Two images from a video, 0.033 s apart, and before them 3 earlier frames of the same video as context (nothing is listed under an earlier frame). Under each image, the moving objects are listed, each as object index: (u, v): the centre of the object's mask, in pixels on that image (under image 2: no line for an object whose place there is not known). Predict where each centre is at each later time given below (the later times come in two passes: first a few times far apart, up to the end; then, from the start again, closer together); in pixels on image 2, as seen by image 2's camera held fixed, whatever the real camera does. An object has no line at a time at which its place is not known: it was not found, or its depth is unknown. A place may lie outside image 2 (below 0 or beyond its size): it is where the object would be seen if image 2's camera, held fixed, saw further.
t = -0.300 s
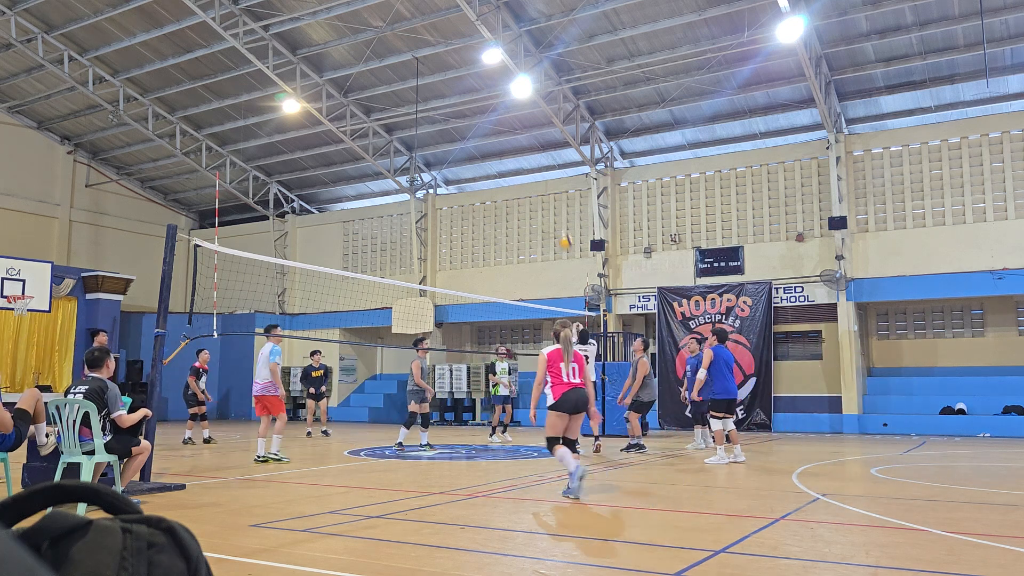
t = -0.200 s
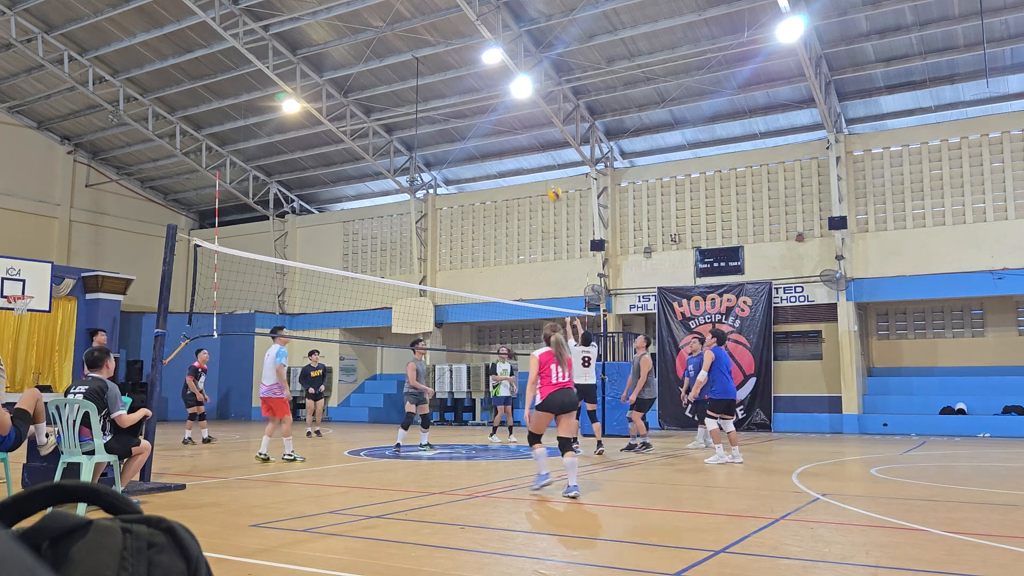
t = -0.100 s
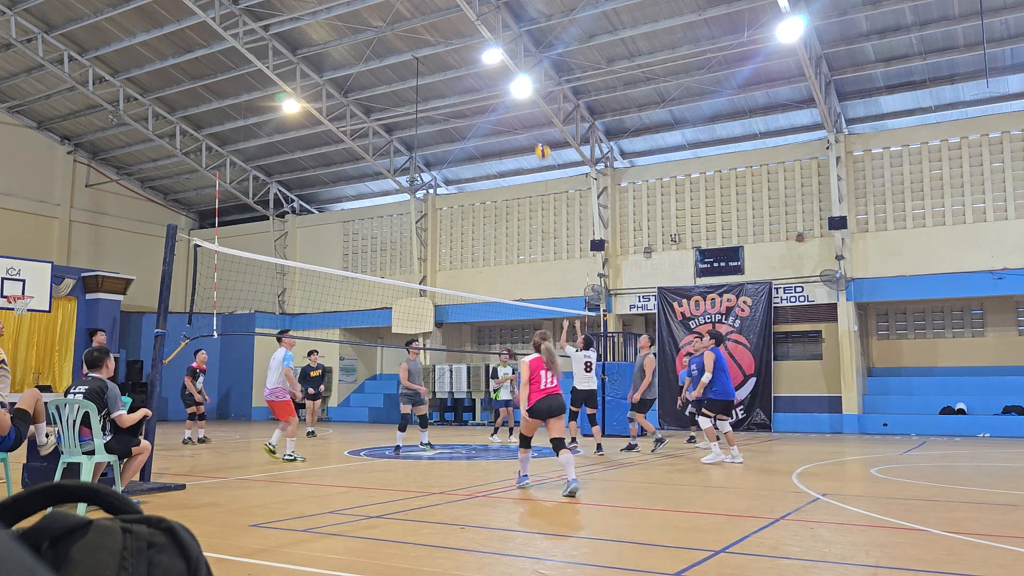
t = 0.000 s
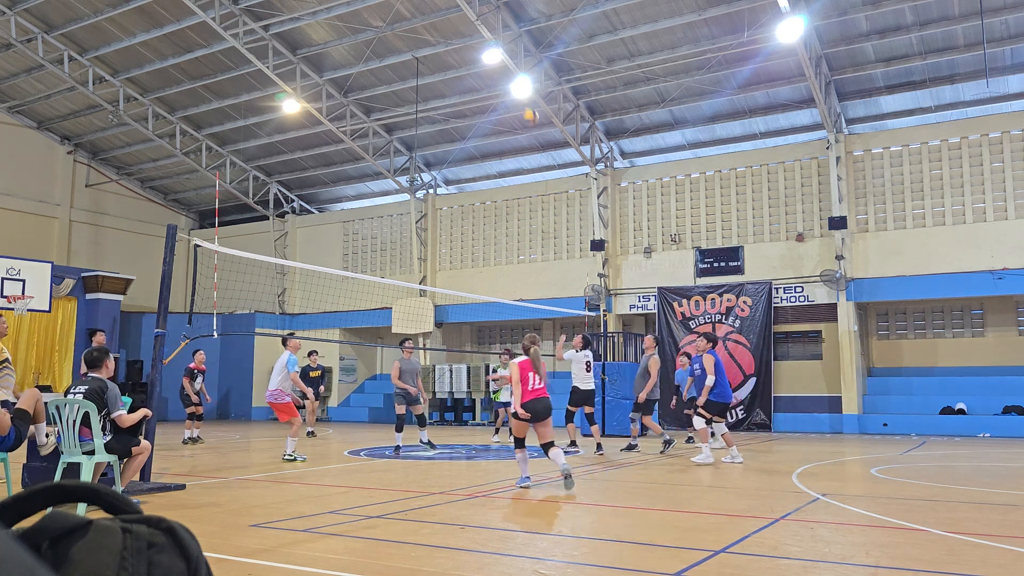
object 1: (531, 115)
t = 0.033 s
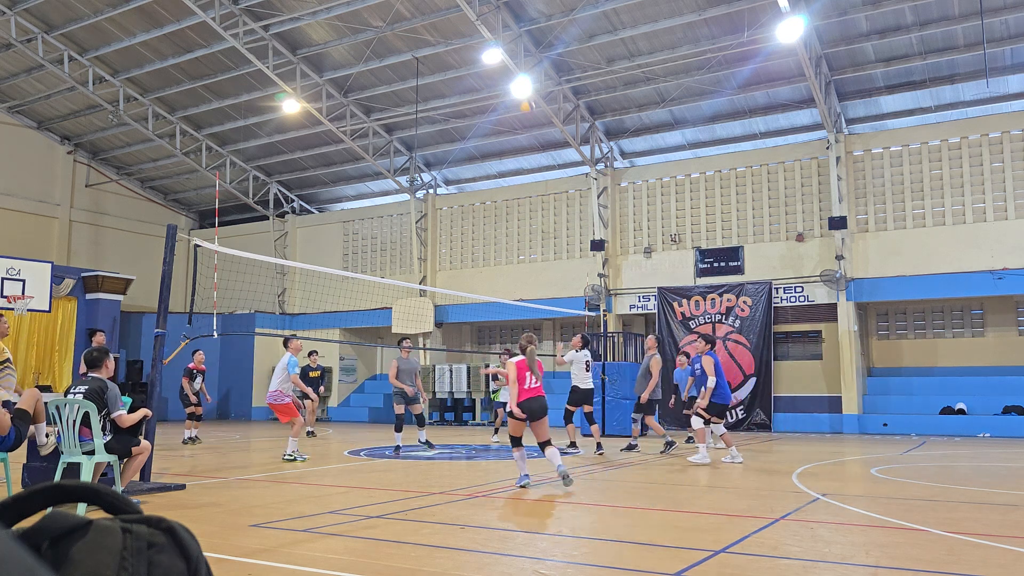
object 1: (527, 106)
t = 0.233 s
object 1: (503, 55)
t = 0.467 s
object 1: (469, 31)
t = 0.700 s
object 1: (434, 45)
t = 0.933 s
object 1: (396, 105)
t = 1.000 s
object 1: (384, 132)
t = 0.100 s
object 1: (517, 84)
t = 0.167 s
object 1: (510, 70)
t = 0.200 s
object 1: (508, 62)
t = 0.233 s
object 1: (503, 55)
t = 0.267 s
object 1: (498, 49)
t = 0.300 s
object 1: (490, 42)
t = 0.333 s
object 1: (488, 40)
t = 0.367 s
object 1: (484, 37)
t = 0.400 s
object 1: (478, 34)
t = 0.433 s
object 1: (474, 32)
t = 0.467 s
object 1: (469, 31)
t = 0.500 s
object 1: (464, 31)
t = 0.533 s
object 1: (460, 30)
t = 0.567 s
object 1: (455, 32)
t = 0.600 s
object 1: (449, 34)
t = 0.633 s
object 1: (445, 37)
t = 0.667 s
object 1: (440, 40)
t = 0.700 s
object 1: (434, 45)
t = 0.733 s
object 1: (429, 51)
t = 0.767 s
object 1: (423, 58)
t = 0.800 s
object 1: (418, 65)
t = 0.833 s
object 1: (413, 73)
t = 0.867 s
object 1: (407, 82)
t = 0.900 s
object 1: (401, 94)
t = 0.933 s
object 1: (396, 105)
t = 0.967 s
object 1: (390, 118)
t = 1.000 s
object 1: (384, 132)
